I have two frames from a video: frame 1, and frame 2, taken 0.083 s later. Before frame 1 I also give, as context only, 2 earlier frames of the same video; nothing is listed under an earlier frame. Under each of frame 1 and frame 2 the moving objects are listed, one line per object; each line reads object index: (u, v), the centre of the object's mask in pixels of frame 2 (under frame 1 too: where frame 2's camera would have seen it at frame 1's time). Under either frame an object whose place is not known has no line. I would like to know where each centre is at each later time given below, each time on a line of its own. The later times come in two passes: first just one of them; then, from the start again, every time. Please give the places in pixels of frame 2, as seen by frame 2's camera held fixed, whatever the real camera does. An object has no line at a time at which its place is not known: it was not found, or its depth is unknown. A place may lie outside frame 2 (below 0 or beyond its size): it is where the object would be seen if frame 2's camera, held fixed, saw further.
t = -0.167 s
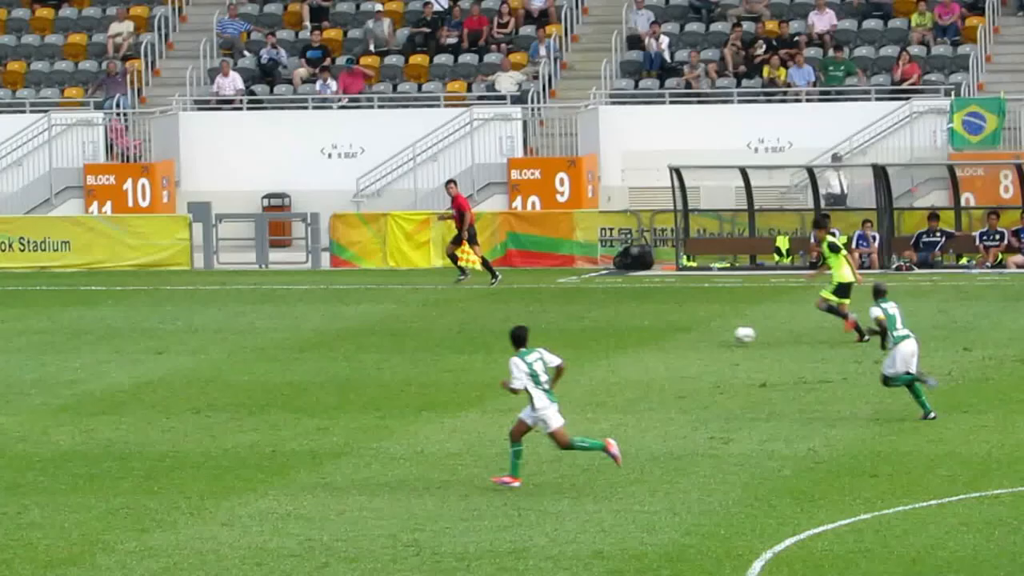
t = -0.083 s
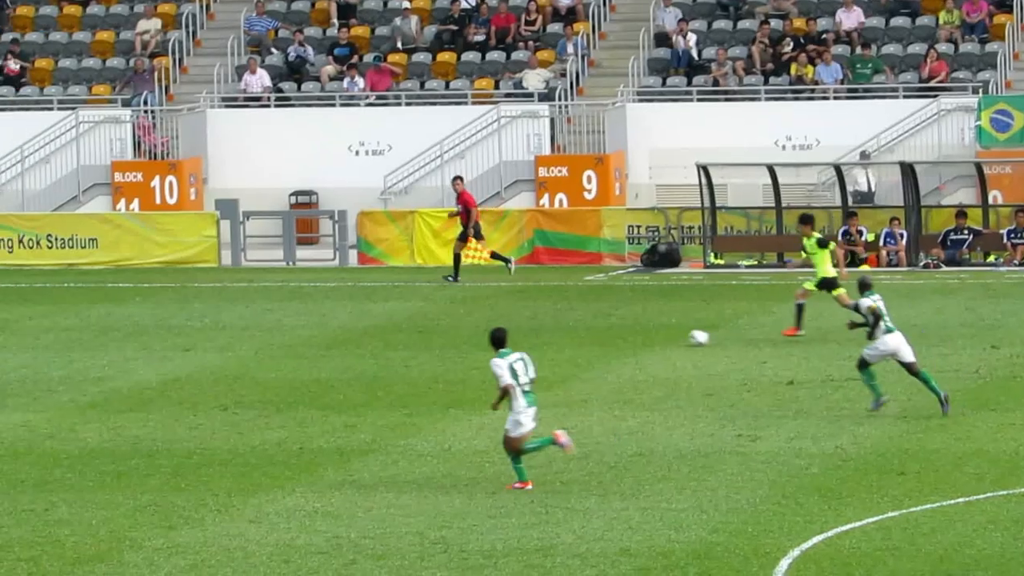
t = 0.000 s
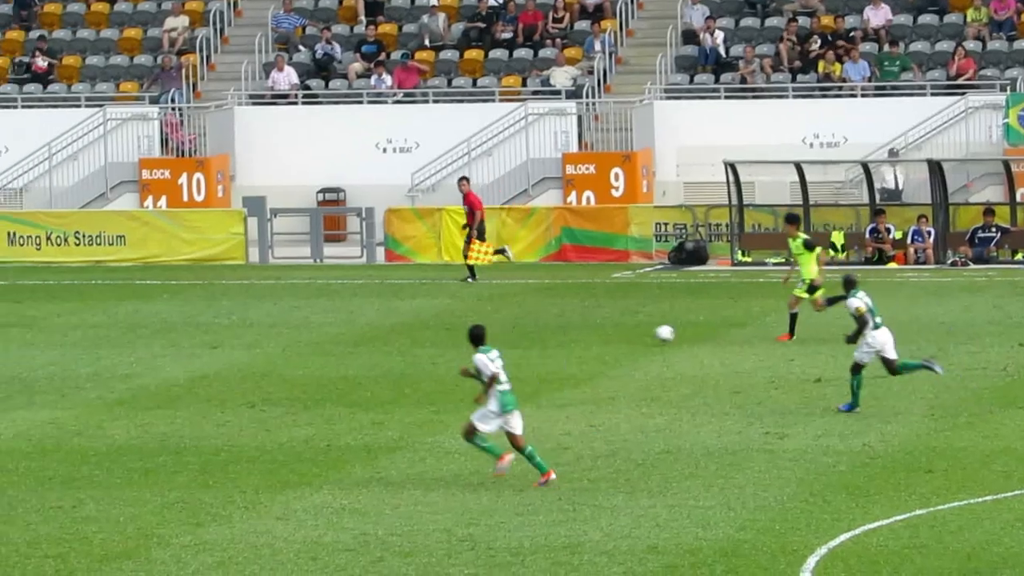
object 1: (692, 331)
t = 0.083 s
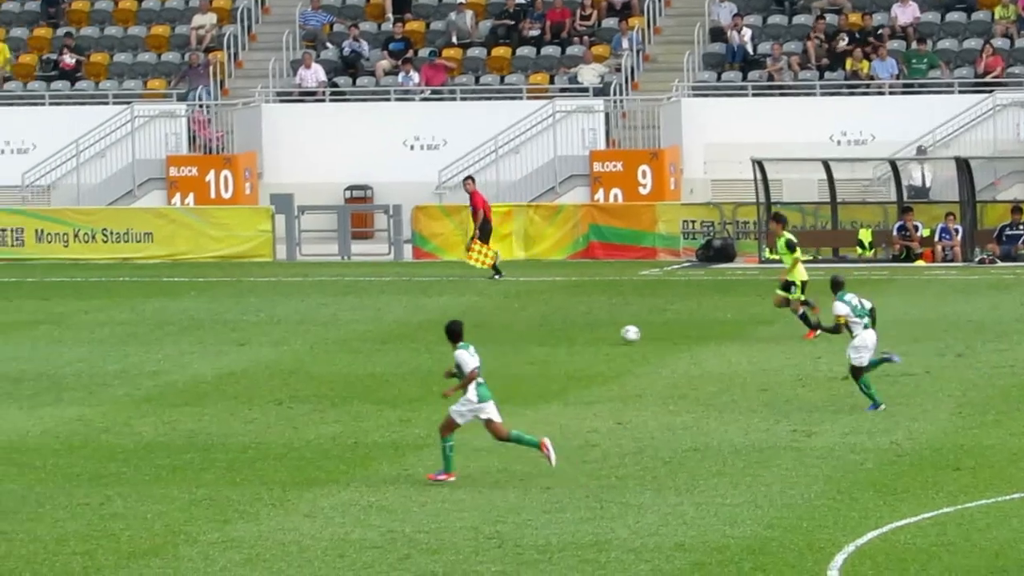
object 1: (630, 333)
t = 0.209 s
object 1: (547, 337)
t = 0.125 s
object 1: (600, 336)
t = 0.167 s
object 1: (571, 339)
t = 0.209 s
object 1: (547, 337)
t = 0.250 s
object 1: (524, 336)
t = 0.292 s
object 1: (499, 336)
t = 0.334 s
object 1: (476, 338)
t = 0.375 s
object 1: (452, 341)
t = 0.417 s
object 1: (431, 343)
